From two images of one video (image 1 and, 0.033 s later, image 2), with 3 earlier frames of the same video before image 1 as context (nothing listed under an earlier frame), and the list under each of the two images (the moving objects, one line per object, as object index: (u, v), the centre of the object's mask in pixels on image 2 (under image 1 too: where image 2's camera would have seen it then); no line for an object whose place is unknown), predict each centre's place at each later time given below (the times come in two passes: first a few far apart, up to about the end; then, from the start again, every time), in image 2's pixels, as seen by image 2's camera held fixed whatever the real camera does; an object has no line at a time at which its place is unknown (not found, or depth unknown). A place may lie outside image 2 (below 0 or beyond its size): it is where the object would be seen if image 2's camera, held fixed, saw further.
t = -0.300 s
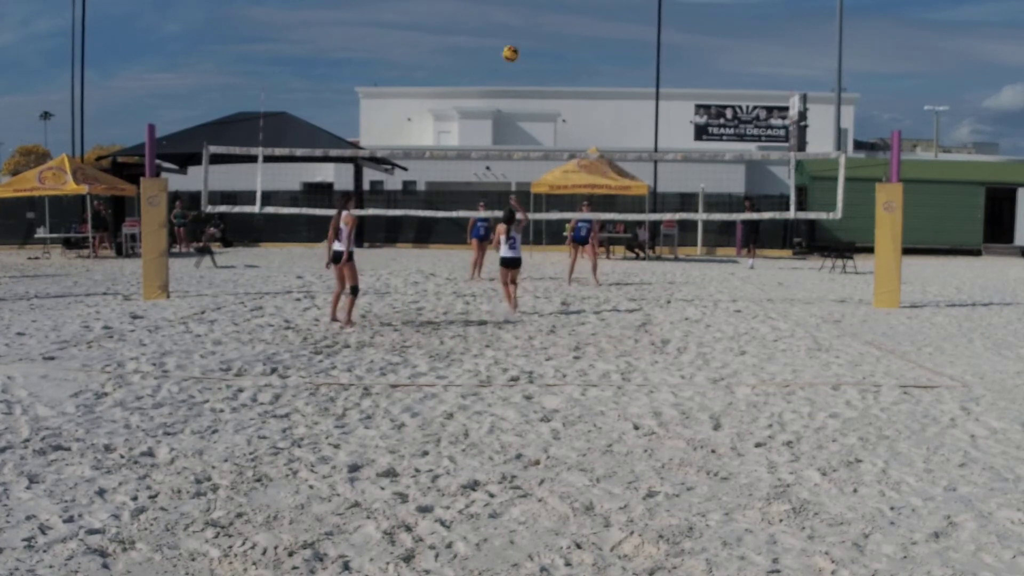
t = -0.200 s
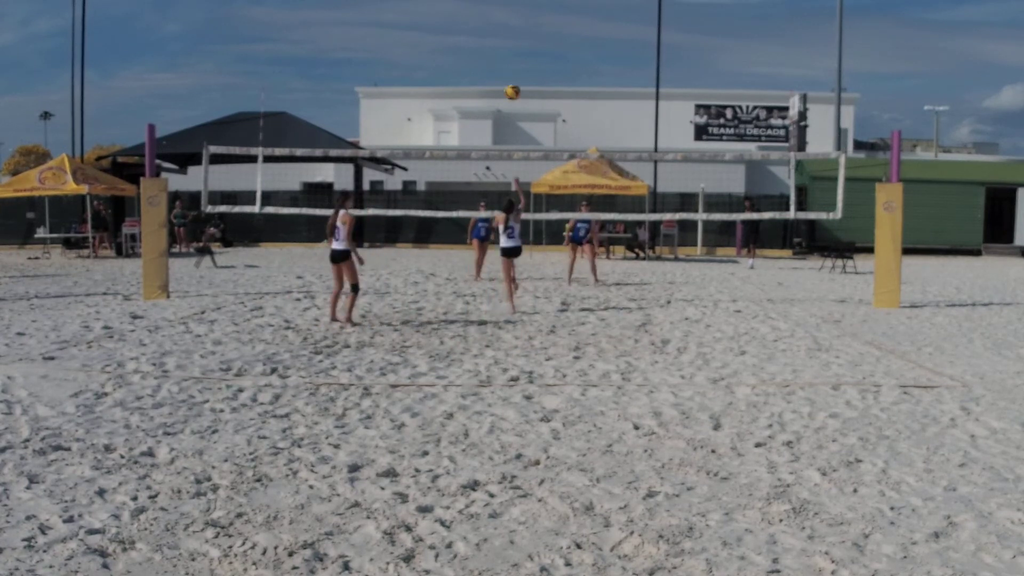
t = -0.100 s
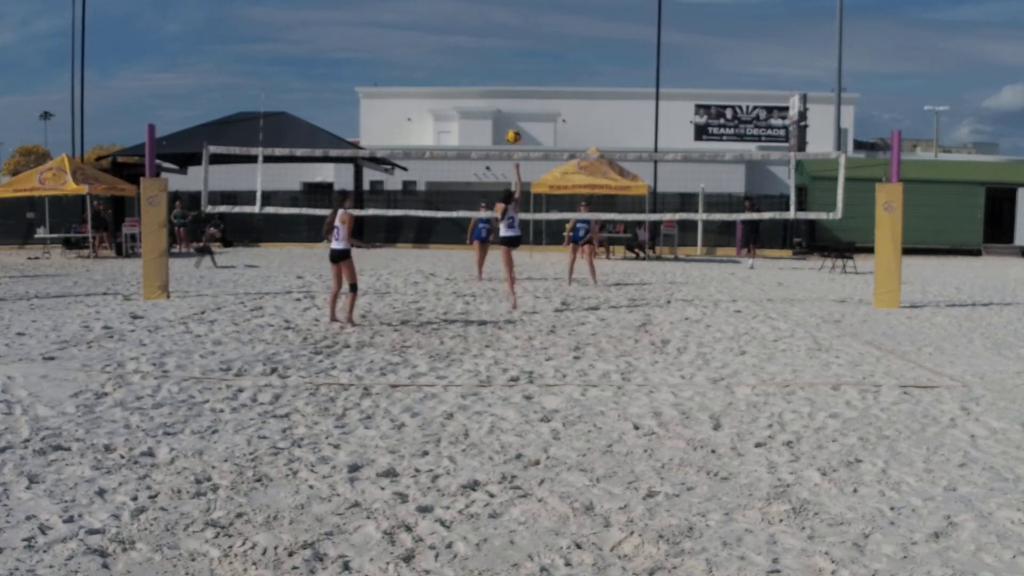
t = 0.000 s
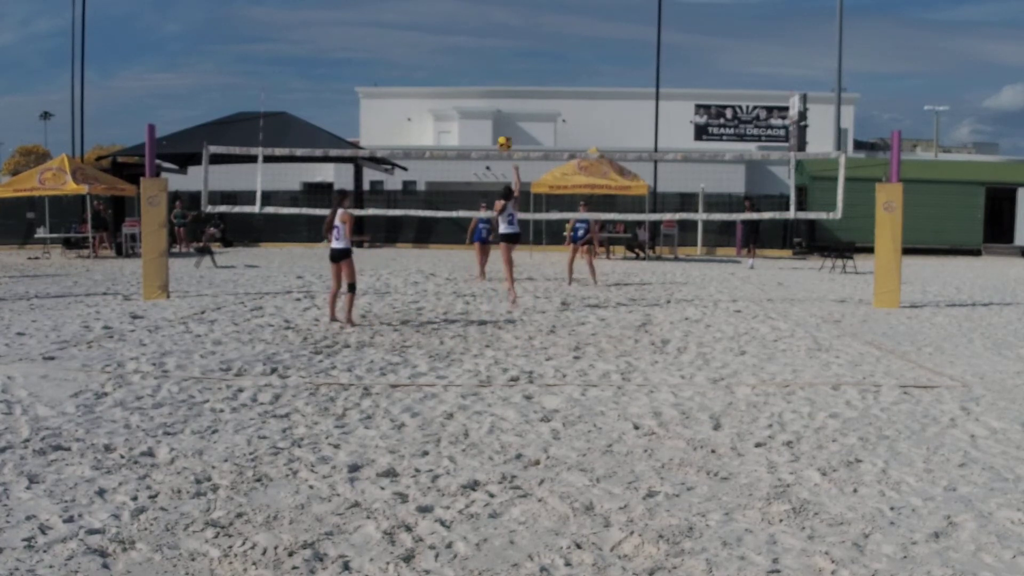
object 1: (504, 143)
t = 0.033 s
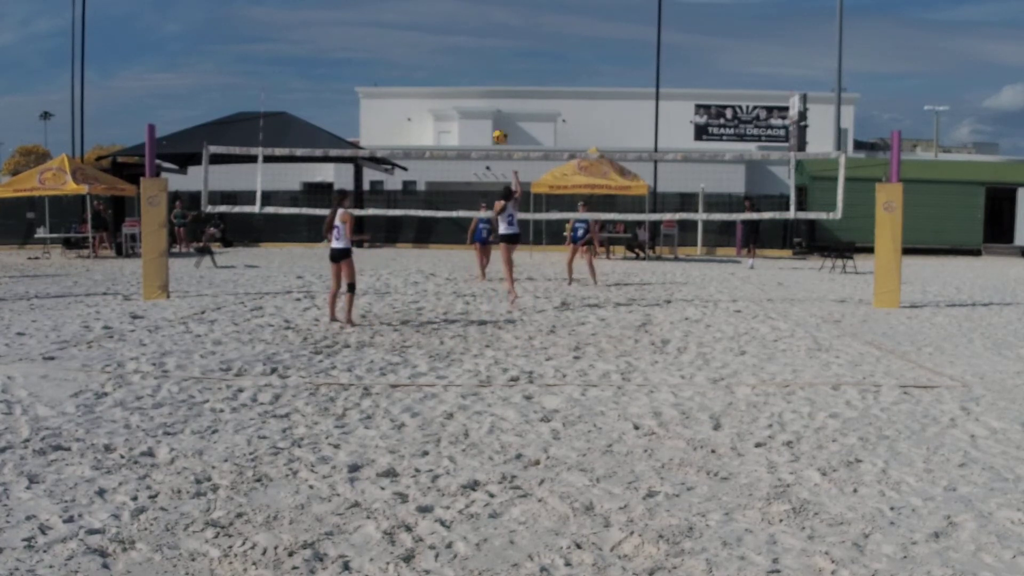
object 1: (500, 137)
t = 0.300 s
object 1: (464, 118)
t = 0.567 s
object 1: (431, 145)
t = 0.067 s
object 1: (495, 132)
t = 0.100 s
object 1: (491, 127)
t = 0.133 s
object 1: (486, 124)
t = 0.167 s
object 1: (481, 121)
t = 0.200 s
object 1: (477, 119)
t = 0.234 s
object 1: (472, 118)
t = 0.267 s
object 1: (468, 118)
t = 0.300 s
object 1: (464, 118)
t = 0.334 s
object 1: (459, 119)
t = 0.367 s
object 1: (455, 121)
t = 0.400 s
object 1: (451, 123)
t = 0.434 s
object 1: (447, 127)
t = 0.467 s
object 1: (442, 130)
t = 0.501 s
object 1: (439, 135)
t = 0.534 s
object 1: (434, 140)
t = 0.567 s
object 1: (431, 145)
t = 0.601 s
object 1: (426, 149)
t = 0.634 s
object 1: (422, 160)
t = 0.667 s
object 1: (418, 166)
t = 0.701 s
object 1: (415, 174)
